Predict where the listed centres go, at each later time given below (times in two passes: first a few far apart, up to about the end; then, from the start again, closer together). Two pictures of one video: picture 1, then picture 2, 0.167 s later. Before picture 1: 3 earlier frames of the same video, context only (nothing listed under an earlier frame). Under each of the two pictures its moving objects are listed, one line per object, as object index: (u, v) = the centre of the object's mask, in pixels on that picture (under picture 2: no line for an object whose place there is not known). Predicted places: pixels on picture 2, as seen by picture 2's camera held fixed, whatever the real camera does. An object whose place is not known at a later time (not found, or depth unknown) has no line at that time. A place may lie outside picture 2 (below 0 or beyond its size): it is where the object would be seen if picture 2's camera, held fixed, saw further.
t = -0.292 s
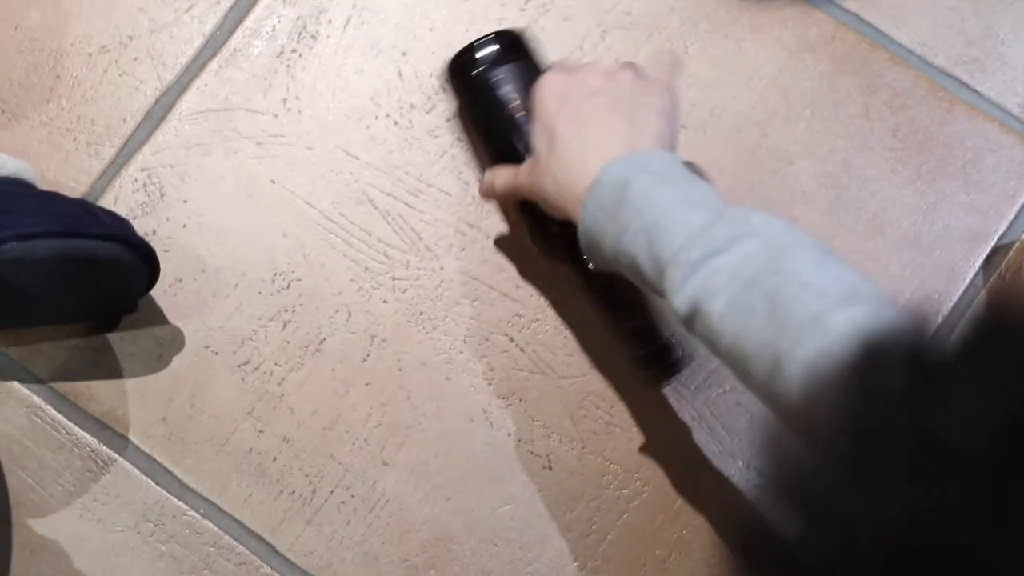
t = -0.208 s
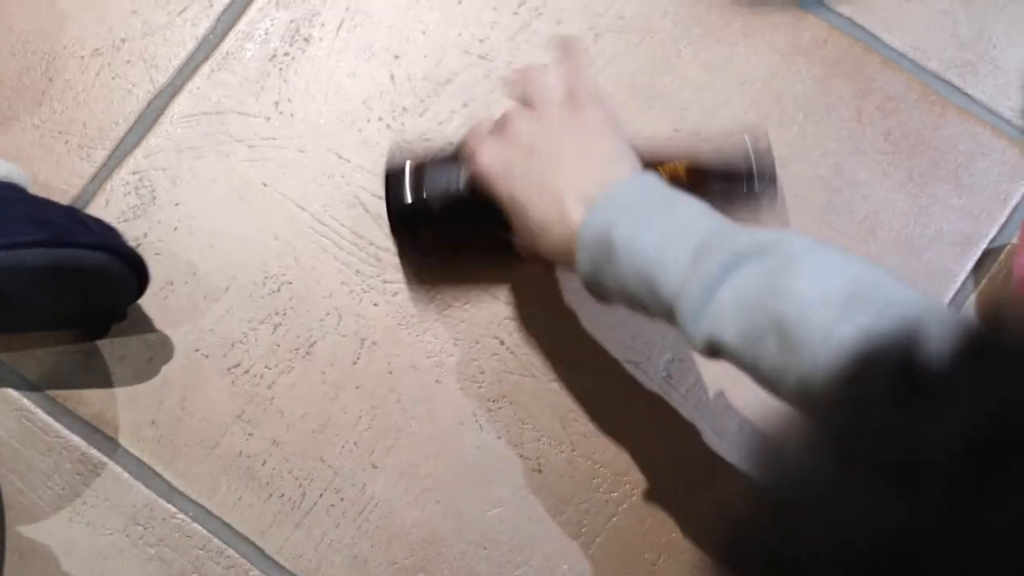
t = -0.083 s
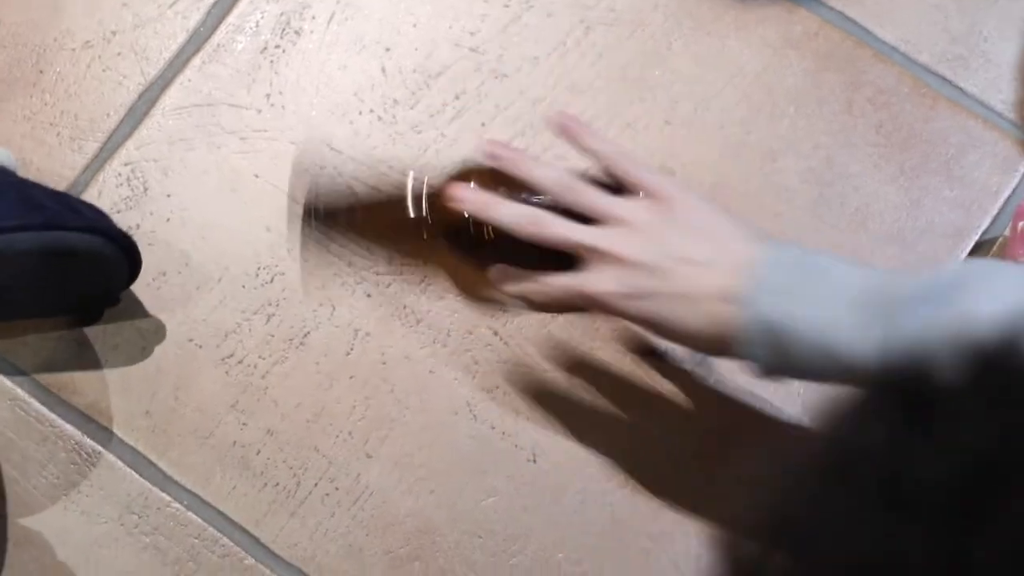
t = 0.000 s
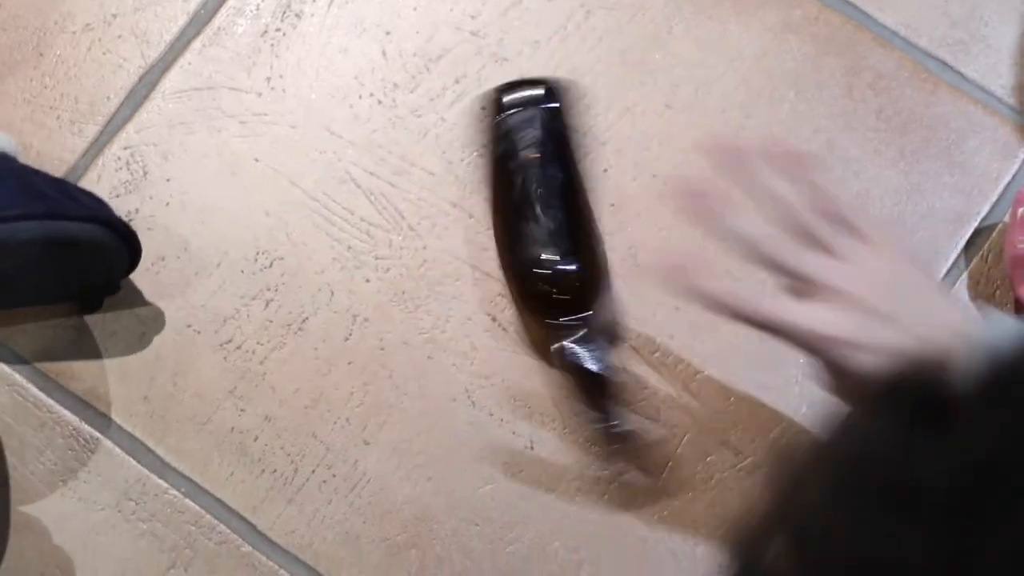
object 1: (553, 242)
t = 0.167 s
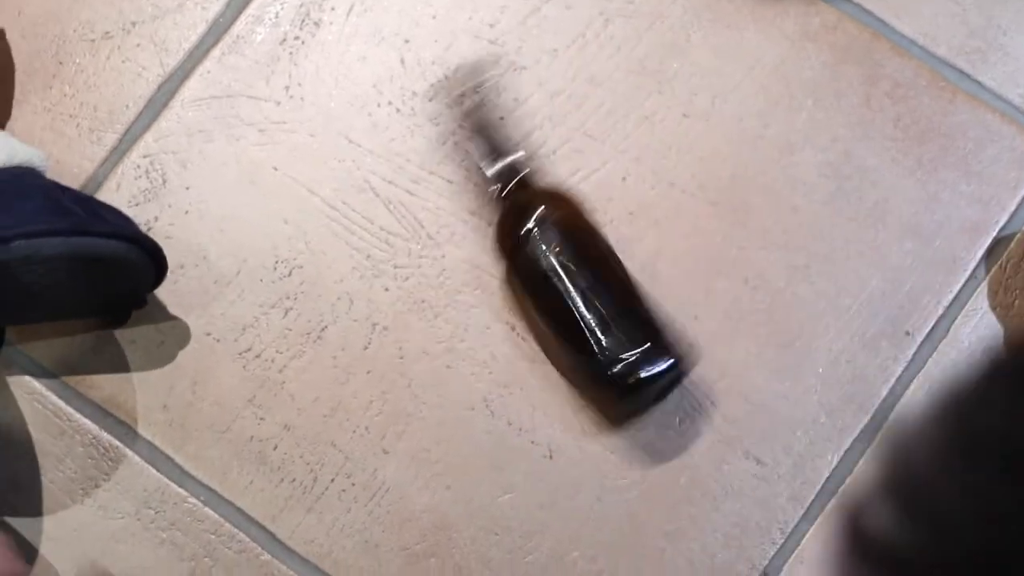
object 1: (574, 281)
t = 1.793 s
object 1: (553, 265)
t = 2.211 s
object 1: (605, 280)
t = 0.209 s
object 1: (553, 293)
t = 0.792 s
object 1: (592, 280)
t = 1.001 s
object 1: (573, 312)
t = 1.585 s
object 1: (593, 283)
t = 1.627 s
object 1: (584, 272)
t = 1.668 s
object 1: (579, 262)
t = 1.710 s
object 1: (572, 266)
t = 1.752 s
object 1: (564, 272)
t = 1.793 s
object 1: (553, 265)
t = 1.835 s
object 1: (546, 273)
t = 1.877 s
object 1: (541, 288)
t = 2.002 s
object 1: (567, 298)
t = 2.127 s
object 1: (593, 282)
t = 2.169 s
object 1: (600, 281)
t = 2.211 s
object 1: (605, 280)
